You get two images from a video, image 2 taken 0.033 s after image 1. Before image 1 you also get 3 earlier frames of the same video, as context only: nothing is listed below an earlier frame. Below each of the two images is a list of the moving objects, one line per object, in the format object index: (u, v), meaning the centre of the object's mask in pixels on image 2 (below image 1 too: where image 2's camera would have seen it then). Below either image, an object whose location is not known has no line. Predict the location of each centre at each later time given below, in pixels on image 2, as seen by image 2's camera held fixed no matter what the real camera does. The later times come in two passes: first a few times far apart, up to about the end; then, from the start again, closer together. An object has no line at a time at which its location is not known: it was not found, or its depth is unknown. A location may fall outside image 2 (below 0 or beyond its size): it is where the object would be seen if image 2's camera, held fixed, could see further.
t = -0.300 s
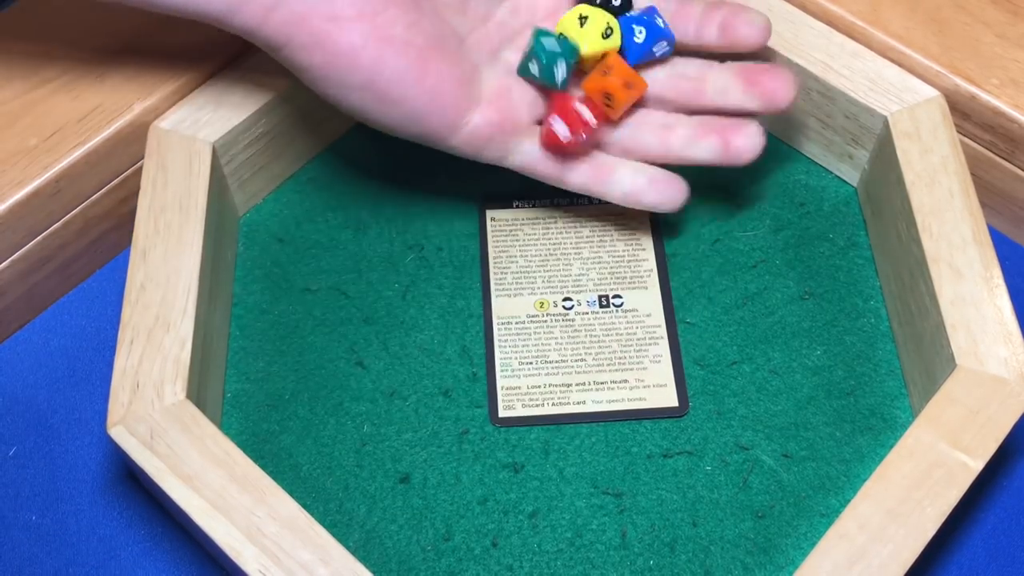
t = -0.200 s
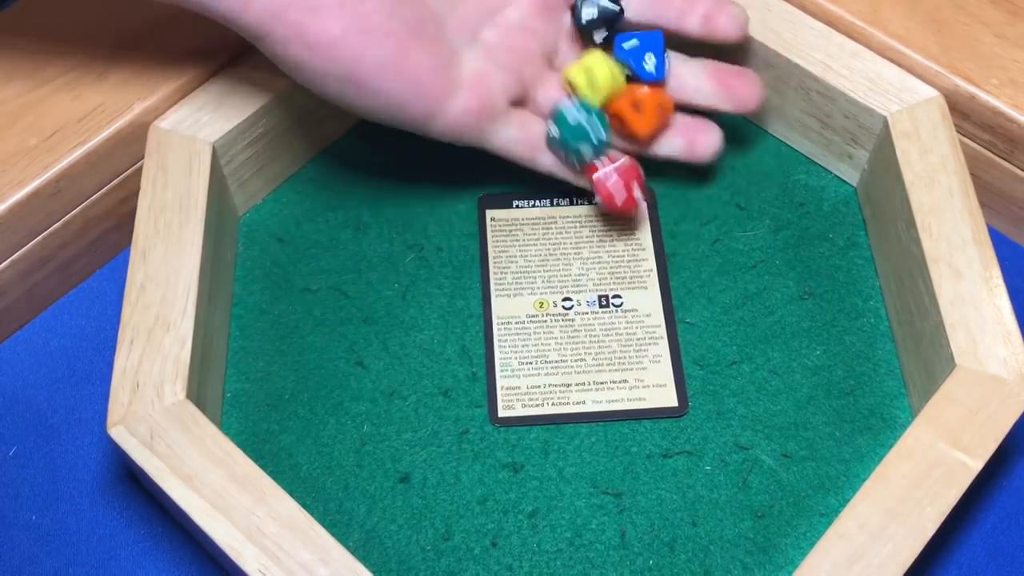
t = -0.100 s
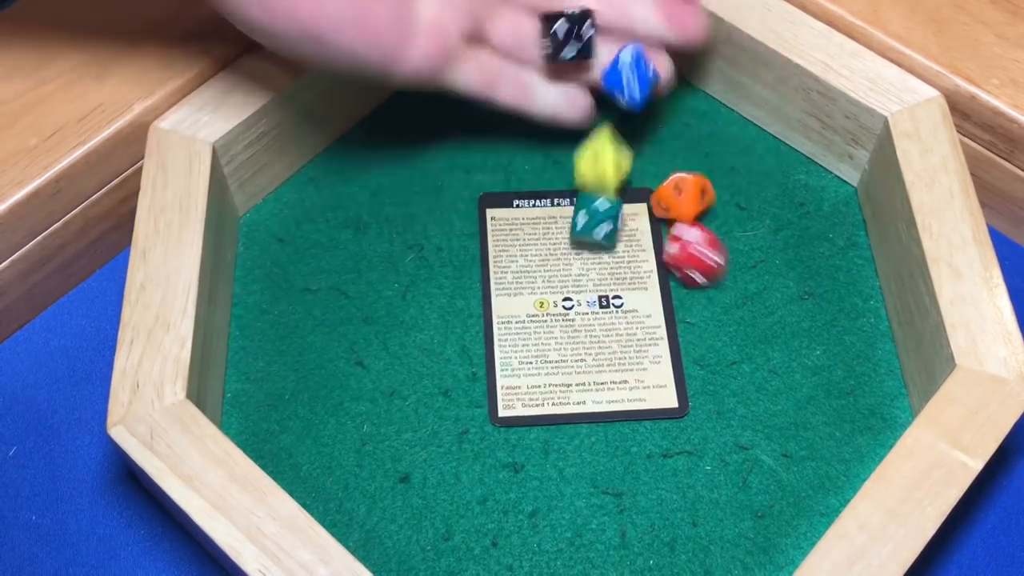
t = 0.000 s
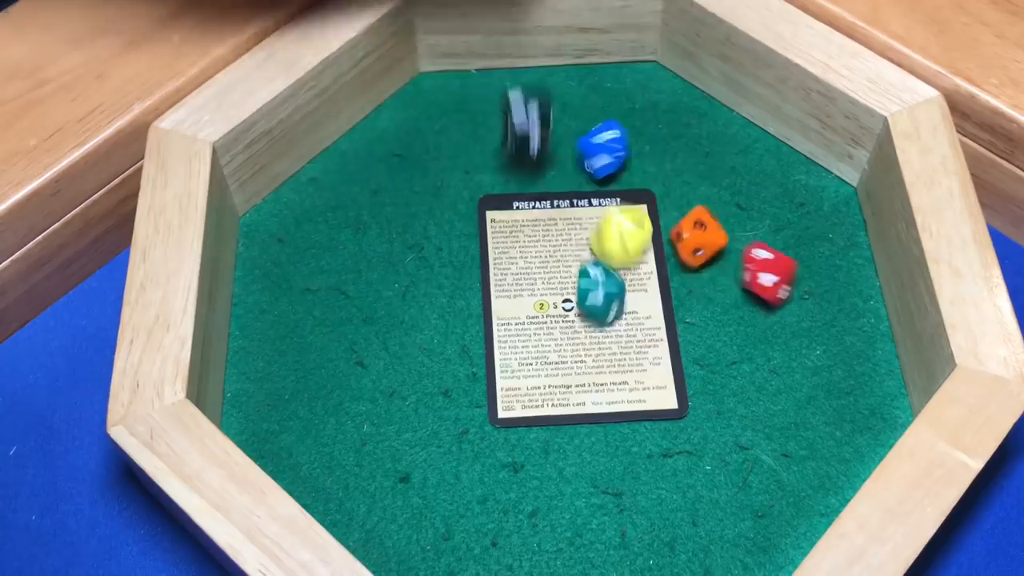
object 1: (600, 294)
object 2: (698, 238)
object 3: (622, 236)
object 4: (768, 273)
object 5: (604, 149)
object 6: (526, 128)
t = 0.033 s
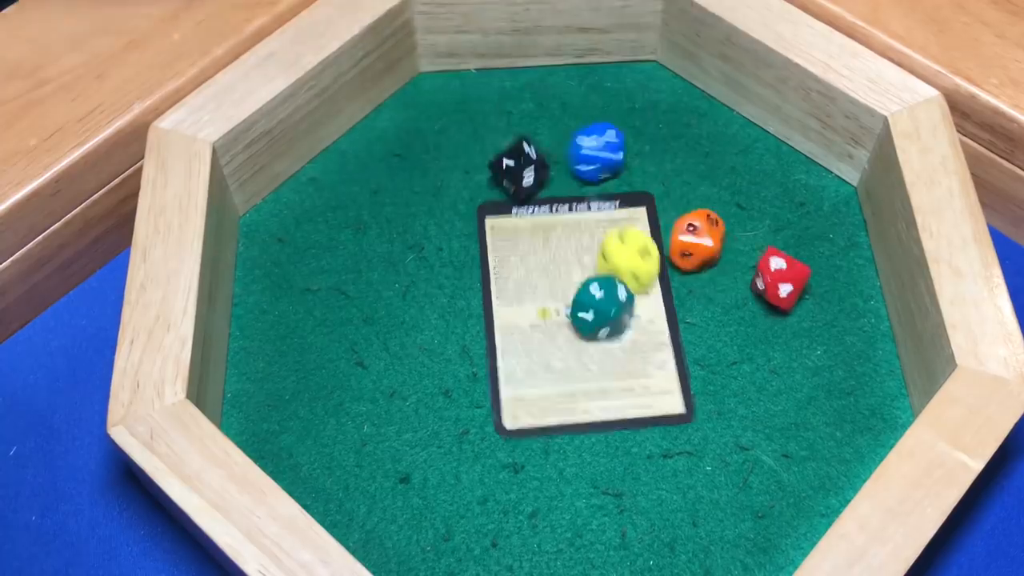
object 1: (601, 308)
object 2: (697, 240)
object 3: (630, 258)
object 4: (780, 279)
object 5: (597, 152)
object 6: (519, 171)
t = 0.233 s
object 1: (607, 355)
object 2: (684, 240)
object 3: (647, 307)
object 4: (780, 280)
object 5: (577, 152)
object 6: (475, 181)
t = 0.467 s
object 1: (607, 355)
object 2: (684, 240)
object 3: (647, 307)
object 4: (780, 280)
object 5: (579, 153)
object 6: (466, 186)
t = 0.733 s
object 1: (607, 355)
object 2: (684, 240)
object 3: (647, 307)
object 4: (780, 280)
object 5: (579, 153)
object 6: (466, 186)
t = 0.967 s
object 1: (607, 355)
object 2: (684, 240)
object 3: (647, 307)
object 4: (780, 280)
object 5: (579, 153)
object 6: (466, 186)
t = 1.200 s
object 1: (607, 355)
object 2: (684, 240)
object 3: (647, 307)
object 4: (780, 280)
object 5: (579, 153)
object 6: (465, 186)
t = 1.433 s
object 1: (607, 355)
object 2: (684, 240)
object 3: (647, 307)
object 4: (780, 280)
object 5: (579, 153)
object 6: (465, 186)
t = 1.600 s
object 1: (607, 355)
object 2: (684, 240)
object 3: (647, 307)
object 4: (780, 280)
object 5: (579, 153)
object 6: (466, 186)
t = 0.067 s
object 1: (603, 322)
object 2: (693, 240)
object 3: (636, 278)
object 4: (780, 282)
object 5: (589, 153)
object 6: (517, 159)
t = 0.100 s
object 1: (604, 336)
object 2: (689, 241)
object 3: (642, 294)
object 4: (780, 282)
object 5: (579, 155)
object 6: (516, 170)
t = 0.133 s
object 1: (606, 348)
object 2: (686, 240)
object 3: (646, 304)
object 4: (780, 280)
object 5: (580, 156)
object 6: (510, 180)
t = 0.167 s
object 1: (607, 354)
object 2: (684, 240)
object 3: (647, 307)
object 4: (781, 279)
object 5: (580, 154)
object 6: (495, 180)
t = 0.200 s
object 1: (607, 355)
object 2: (683, 240)
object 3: (647, 307)
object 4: (780, 280)
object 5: (577, 152)
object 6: (482, 176)
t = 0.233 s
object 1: (607, 355)
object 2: (684, 240)
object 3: (647, 307)
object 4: (780, 280)
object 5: (577, 152)
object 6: (475, 181)
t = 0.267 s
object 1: (607, 355)
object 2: (684, 240)
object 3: (647, 307)
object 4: (780, 280)
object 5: (579, 153)
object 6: (468, 186)
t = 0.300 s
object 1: (607, 355)
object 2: (684, 240)
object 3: (647, 307)
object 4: (780, 280)
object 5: (579, 153)
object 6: (465, 188)
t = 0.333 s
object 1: (607, 355)
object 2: (684, 240)
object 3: (647, 307)
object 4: (780, 280)
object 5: (579, 153)
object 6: (465, 187)
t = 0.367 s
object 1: (607, 355)
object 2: (684, 240)
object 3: (647, 307)
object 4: (780, 280)
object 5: (579, 153)
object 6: (465, 186)
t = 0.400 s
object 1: (607, 355)
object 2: (684, 240)
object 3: (647, 307)
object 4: (780, 280)
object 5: (579, 153)
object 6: (466, 186)
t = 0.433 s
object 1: (607, 355)
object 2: (684, 240)
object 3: (647, 307)
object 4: (780, 280)
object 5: (579, 153)
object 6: (465, 186)
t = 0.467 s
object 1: (607, 355)
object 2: (684, 240)
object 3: (647, 307)
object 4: (780, 280)
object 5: (579, 153)
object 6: (466, 186)
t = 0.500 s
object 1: (607, 355)
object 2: (684, 240)
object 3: (647, 308)
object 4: (780, 280)
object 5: (579, 153)
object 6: (466, 186)
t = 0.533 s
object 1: (607, 355)
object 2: (684, 240)
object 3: (647, 307)
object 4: (780, 280)
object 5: (579, 153)
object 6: (466, 186)
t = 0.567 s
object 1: (607, 355)
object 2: (684, 240)
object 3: (647, 307)
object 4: (780, 280)
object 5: (579, 153)
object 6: (465, 186)
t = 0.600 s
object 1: (607, 355)
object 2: (684, 240)
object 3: (647, 307)
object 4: (780, 280)
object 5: (579, 153)
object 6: (466, 186)
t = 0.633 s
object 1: (607, 355)
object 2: (684, 240)
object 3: (647, 307)
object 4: (780, 280)
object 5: (579, 153)
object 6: (466, 186)
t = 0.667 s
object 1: (607, 355)
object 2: (684, 240)
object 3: (647, 307)
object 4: (780, 280)
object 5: (579, 153)
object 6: (466, 186)
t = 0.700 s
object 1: (607, 355)
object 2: (684, 240)
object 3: (647, 307)
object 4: (780, 280)
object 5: (579, 153)
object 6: (466, 186)
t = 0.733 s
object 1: (607, 355)
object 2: (684, 240)
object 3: (647, 307)
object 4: (780, 280)
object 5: (579, 153)
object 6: (466, 186)
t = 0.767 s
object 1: (607, 355)
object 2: (684, 240)
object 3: (647, 307)
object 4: (780, 280)
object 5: (579, 153)
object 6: (466, 186)
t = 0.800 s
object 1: (607, 355)
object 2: (684, 240)
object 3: (647, 307)
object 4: (780, 280)
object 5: (579, 153)
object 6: (466, 186)
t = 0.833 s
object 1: (607, 355)
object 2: (684, 240)
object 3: (647, 307)
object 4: (780, 280)
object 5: (579, 153)
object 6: (466, 186)
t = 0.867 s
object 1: (607, 355)
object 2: (684, 240)
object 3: (647, 307)
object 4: (780, 280)
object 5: (579, 153)
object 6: (466, 186)
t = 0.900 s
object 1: (607, 355)
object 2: (684, 240)
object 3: (647, 307)
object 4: (780, 280)
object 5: (579, 153)
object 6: (466, 186)
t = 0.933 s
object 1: (607, 355)
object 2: (684, 240)
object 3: (647, 307)
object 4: (780, 280)
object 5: (579, 153)
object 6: (466, 186)
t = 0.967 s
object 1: (607, 355)
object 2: (684, 240)
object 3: (647, 307)
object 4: (780, 280)
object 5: (579, 153)
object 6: (466, 186)
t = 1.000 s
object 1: (607, 355)
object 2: (684, 240)
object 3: (647, 307)
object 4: (780, 280)
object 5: (579, 153)
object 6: (466, 186)
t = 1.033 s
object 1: (607, 355)
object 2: (684, 240)
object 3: (647, 307)
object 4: (780, 280)
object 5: (579, 153)
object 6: (466, 186)
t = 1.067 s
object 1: (607, 355)
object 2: (684, 240)
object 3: (647, 307)
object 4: (780, 280)
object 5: (579, 153)
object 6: (466, 186)
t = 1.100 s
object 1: (607, 355)
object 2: (684, 240)
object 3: (647, 307)
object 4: (780, 280)
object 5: (579, 153)
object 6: (465, 186)
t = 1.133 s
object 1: (607, 355)
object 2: (684, 240)
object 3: (647, 307)
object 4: (780, 280)
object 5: (579, 153)
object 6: (465, 186)
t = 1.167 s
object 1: (607, 355)
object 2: (684, 240)
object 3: (647, 307)
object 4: (780, 280)
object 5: (579, 153)
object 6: (465, 186)
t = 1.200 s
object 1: (607, 355)
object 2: (684, 240)
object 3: (647, 307)
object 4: (780, 280)
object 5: (579, 153)
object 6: (465, 186)
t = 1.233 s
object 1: (607, 355)
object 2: (684, 240)
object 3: (647, 307)
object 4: (780, 280)
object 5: (579, 153)
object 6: (465, 186)
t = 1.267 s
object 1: (607, 355)
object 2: (684, 240)
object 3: (647, 307)
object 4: (780, 280)
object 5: (579, 153)
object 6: (465, 186)
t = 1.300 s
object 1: (607, 355)
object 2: (684, 240)
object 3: (647, 307)
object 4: (780, 280)
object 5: (579, 153)
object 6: (465, 186)
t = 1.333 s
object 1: (607, 355)
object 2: (684, 240)
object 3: (647, 307)
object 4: (780, 280)
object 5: (579, 153)
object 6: (465, 186)
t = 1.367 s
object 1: (607, 355)
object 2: (684, 240)
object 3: (647, 307)
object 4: (780, 280)
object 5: (579, 153)
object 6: (465, 186)
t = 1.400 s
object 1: (607, 355)
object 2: (684, 240)
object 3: (647, 307)
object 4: (780, 280)
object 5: (579, 153)
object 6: (466, 186)
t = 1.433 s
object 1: (607, 355)
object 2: (684, 240)
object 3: (647, 307)
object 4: (780, 280)
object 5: (579, 153)
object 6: (465, 186)
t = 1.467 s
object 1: (607, 355)
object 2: (684, 240)
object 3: (647, 307)
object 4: (780, 280)
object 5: (579, 153)
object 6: (465, 186)
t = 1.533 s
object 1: (607, 355)
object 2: (684, 240)
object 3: (647, 307)
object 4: (780, 280)
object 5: (579, 153)
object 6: (465, 186)
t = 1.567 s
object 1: (607, 355)
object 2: (684, 240)
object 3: (647, 307)
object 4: (780, 280)
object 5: (579, 153)
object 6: (465, 186)
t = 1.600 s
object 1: (607, 355)
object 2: (684, 240)
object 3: (647, 307)
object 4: (780, 280)
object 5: (579, 153)
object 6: (466, 186)
